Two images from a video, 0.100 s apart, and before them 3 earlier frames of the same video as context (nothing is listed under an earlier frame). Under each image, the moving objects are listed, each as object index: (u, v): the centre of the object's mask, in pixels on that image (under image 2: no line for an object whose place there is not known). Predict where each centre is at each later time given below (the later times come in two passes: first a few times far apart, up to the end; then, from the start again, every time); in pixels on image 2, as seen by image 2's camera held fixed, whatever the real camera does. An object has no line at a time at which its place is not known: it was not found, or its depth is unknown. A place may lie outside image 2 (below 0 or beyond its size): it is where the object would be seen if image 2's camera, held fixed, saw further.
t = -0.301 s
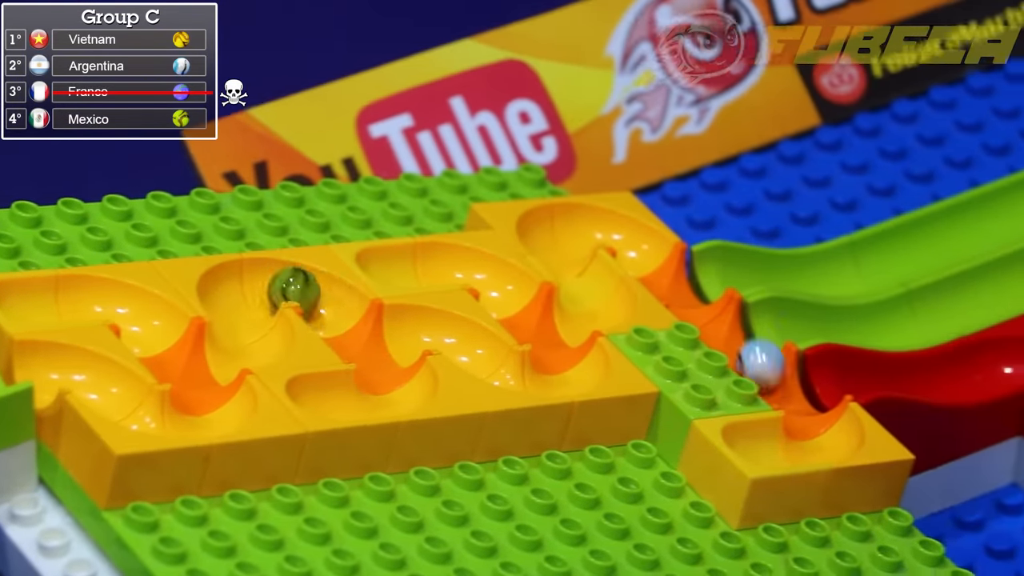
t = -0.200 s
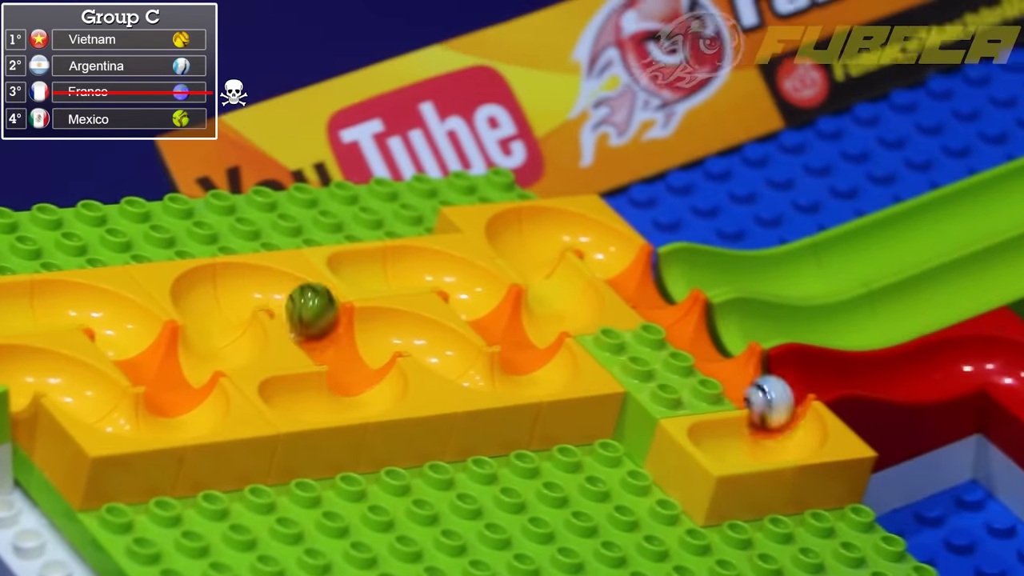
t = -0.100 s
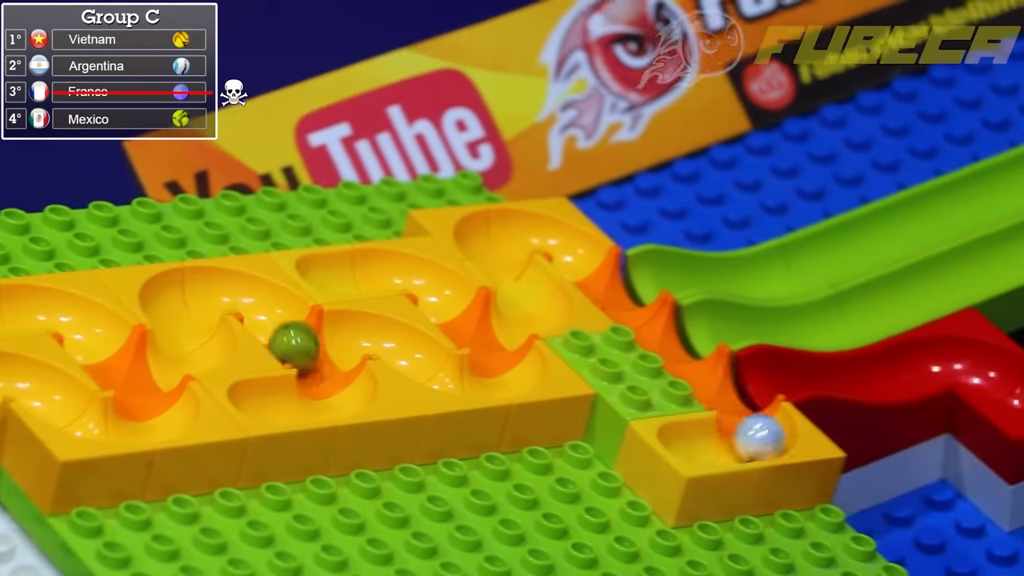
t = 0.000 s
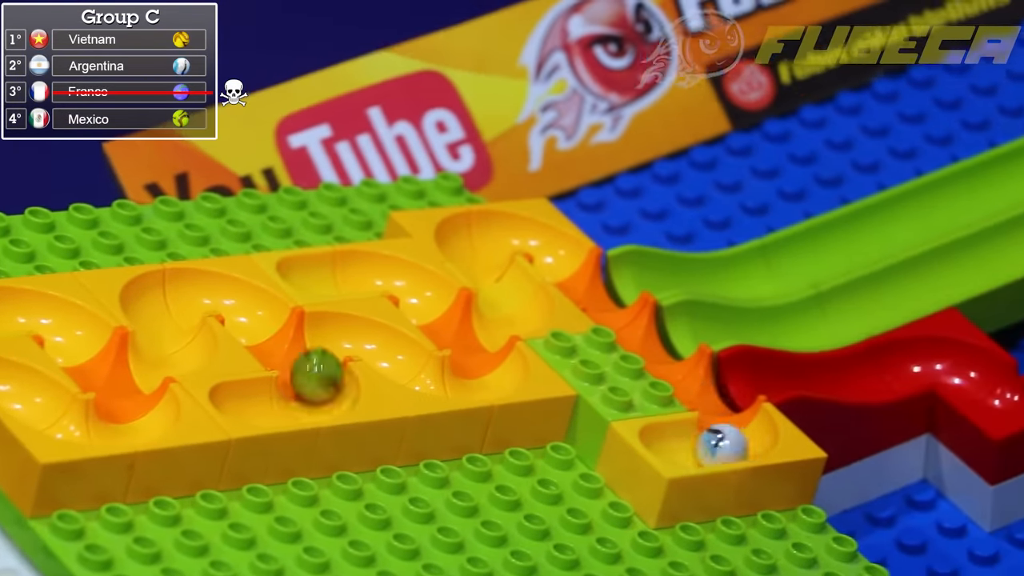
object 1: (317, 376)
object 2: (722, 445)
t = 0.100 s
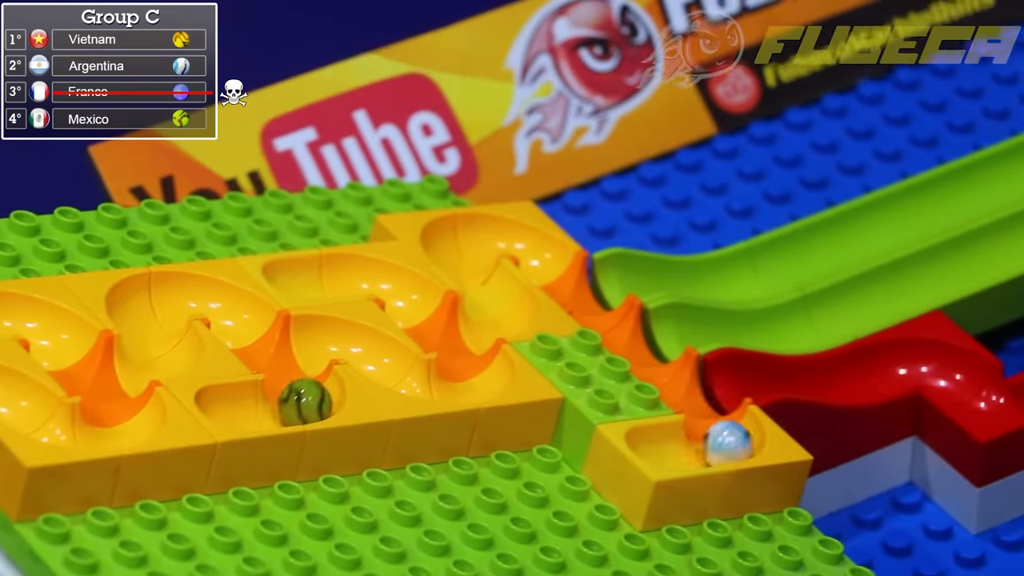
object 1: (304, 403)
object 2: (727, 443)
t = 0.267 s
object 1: (310, 399)
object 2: (688, 393)
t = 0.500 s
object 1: (256, 334)
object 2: (602, 313)
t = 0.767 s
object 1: (228, 312)
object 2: (539, 260)
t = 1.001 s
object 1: (296, 353)
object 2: (544, 256)
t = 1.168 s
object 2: (561, 274)
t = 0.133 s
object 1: (301, 405)
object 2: (731, 438)
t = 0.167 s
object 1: (296, 405)
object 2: (725, 429)
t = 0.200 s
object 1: (298, 404)
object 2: (714, 417)
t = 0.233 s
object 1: (305, 402)
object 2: (702, 405)
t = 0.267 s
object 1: (310, 399)
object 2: (688, 393)
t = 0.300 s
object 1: (308, 392)
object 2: (674, 381)
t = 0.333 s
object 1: (300, 384)
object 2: (663, 369)
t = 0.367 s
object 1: (291, 374)
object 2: (653, 358)
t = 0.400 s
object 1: (281, 363)
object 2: (641, 347)
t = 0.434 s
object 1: (271, 353)
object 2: (627, 336)
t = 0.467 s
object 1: (264, 343)
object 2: (616, 325)
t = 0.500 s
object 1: (256, 334)
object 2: (602, 313)
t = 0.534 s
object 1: (243, 327)
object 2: (592, 304)
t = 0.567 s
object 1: (234, 320)
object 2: (581, 295)
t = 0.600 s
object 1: (229, 313)
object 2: (574, 285)
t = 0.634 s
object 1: (223, 307)
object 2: (570, 272)
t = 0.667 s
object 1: (219, 306)
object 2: (566, 267)
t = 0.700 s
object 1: (217, 308)
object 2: (551, 268)
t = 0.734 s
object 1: (219, 311)
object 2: (540, 262)
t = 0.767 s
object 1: (228, 312)
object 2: (539, 260)
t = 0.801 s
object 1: (237, 314)
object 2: (542, 254)
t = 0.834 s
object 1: (242, 321)
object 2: (541, 252)
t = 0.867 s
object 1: (245, 330)
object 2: (535, 255)
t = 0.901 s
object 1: (253, 338)
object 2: (531, 253)
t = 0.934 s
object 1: (265, 345)
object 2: (534, 256)
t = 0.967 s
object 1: (280, 354)
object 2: (541, 254)
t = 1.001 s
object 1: (296, 353)
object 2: (544, 256)
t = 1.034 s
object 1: (306, 350)
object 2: (542, 261)
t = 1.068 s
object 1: (312, 343)
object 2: (542, 264)
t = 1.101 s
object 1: (328, 334)
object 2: (550, 267)
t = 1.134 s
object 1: (351, 343)
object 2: (559, 269)
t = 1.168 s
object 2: (561, 274)
